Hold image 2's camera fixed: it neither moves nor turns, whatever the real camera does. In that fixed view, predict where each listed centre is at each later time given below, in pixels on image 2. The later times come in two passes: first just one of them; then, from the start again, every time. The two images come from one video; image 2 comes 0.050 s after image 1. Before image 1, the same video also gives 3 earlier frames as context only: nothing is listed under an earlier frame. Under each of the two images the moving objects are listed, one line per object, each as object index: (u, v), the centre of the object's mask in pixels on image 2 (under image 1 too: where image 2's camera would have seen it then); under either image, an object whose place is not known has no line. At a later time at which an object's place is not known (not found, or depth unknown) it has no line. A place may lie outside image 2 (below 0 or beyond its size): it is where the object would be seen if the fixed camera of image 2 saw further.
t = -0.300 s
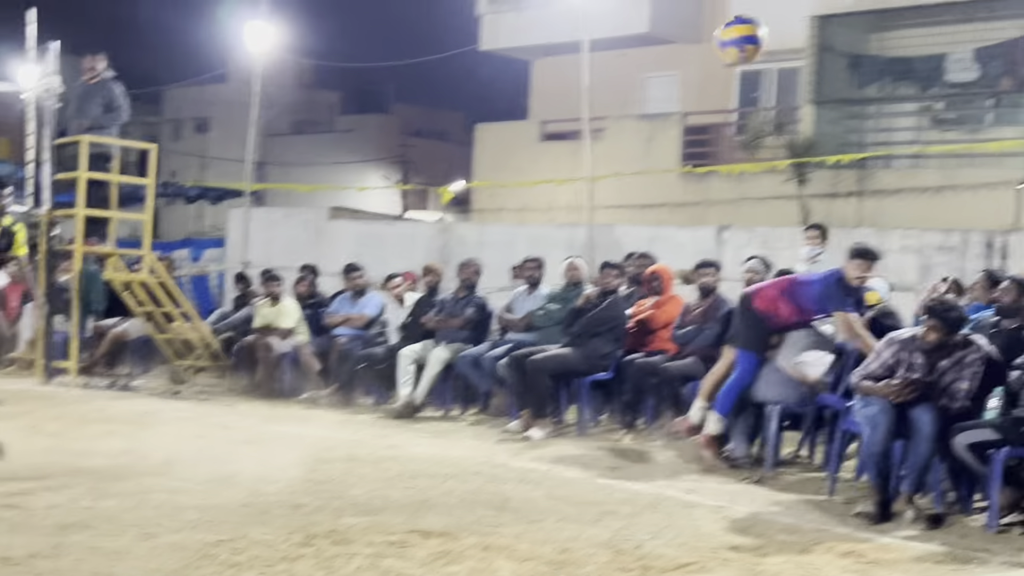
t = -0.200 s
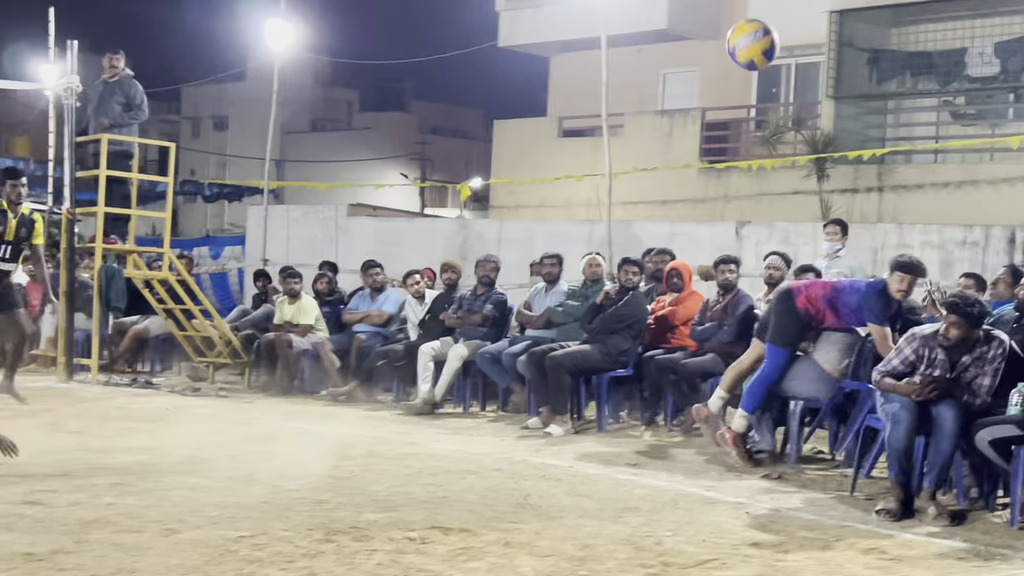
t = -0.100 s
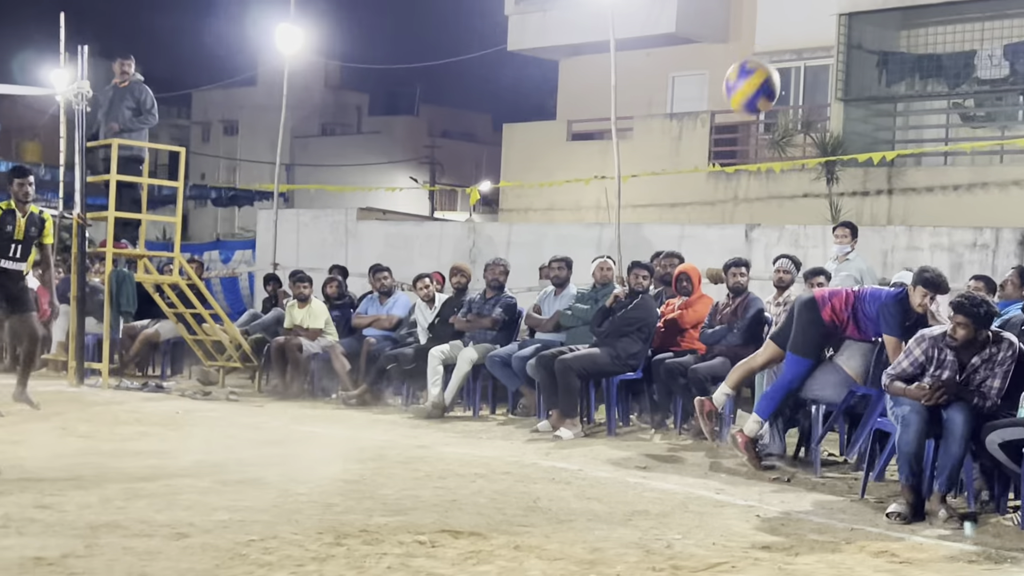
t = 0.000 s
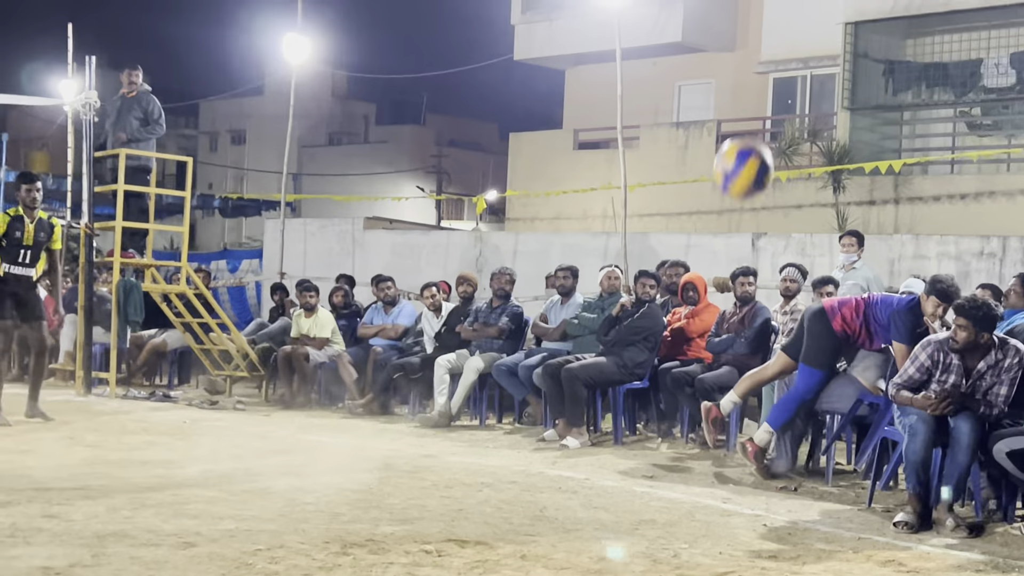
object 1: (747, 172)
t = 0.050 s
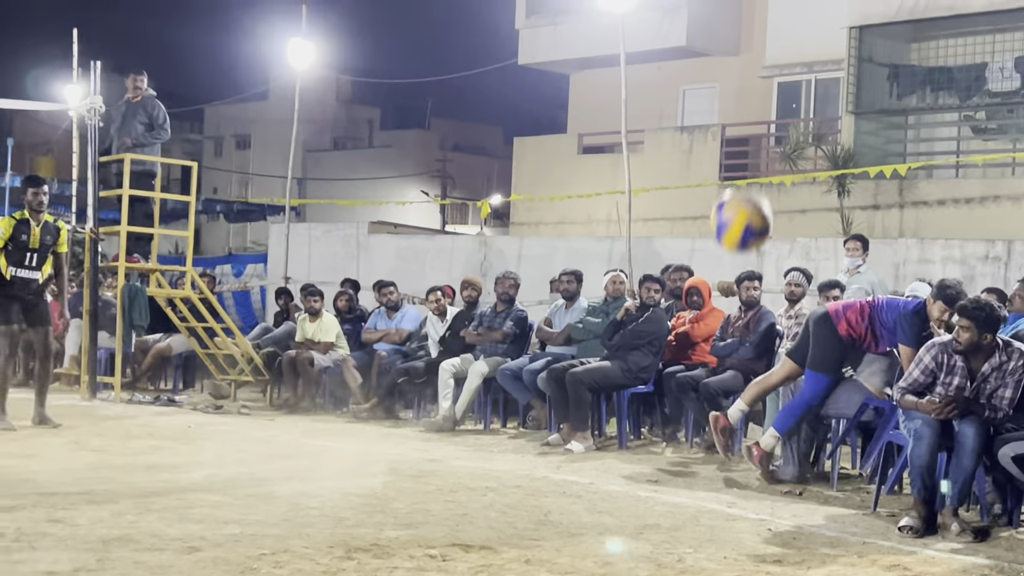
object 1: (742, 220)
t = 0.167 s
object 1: (722, 389)
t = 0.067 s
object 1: (738, 239)
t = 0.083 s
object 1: (734, 261)
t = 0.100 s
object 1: (732, 284)
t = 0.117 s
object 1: (730, 310)
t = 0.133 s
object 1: (728, 335)
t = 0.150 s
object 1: (725, 360)
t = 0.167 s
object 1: (722, 389)
